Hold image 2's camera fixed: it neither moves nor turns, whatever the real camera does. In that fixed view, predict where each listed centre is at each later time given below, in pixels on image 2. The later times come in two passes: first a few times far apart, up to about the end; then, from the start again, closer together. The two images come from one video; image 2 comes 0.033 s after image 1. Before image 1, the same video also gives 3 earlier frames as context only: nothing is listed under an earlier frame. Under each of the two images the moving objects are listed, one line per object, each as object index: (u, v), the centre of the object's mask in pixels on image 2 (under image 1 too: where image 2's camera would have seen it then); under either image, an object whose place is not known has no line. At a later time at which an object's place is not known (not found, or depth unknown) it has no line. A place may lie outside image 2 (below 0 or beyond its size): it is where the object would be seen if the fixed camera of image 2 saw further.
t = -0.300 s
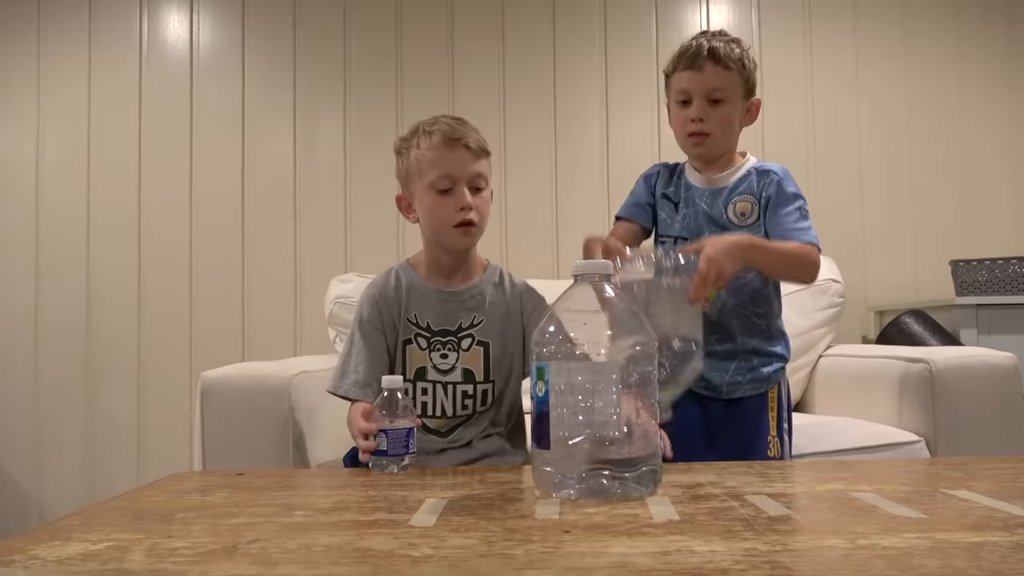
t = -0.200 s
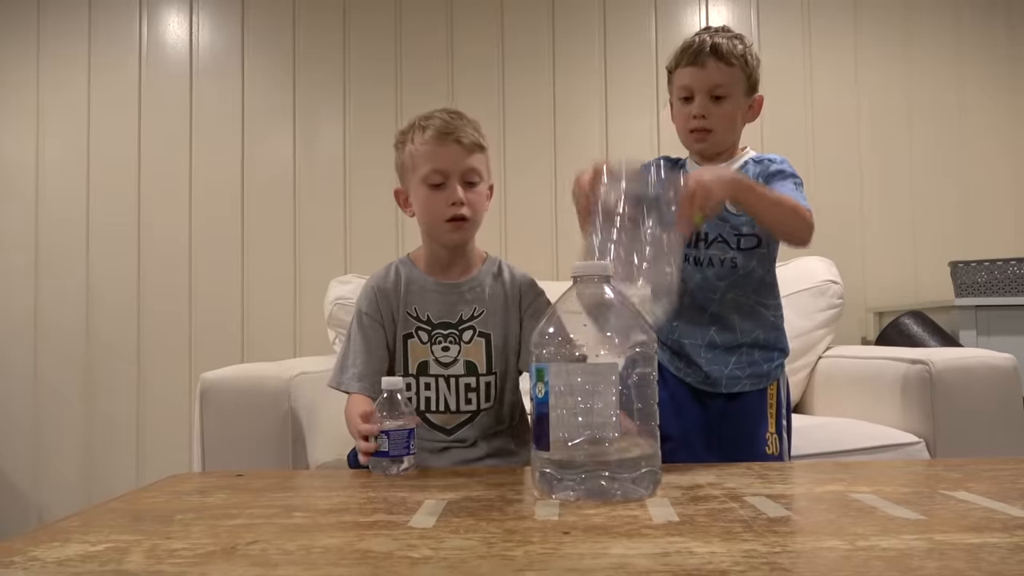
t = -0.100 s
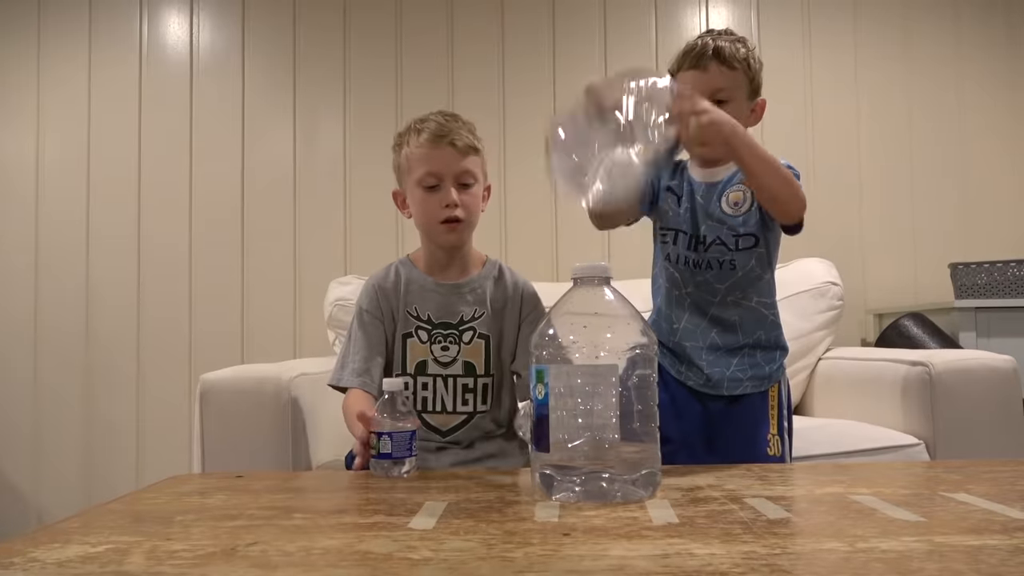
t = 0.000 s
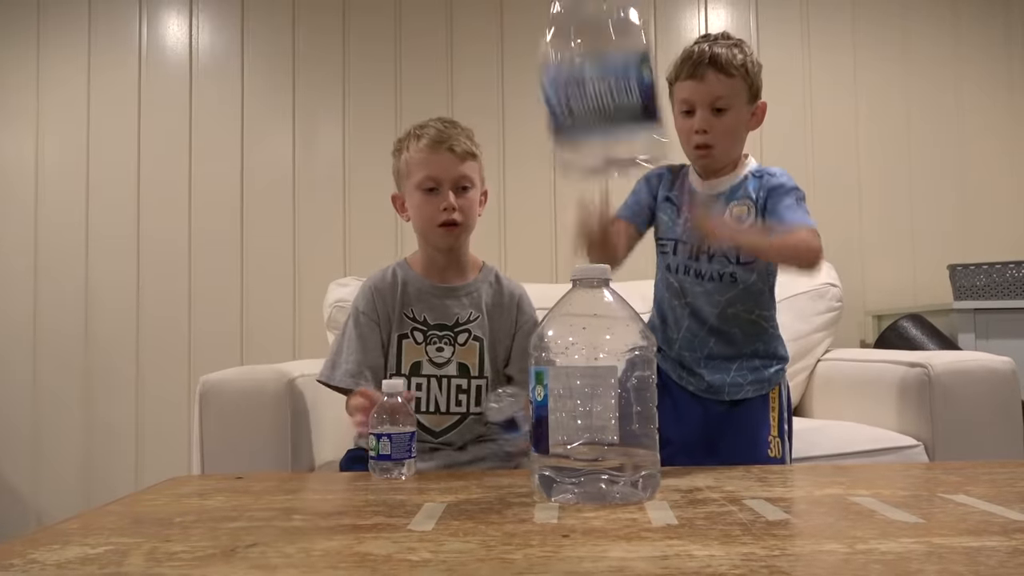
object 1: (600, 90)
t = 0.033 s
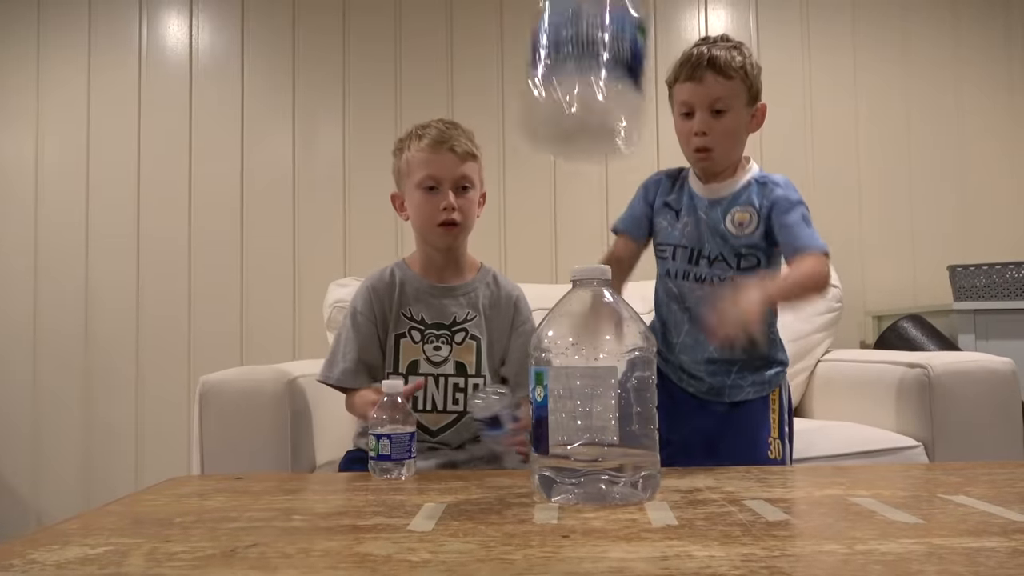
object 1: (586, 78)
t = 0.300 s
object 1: (588, 123)
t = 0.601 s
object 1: (639, 385)
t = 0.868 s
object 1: (826, 472)
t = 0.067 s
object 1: (572, 47)
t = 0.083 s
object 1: (569, 40)
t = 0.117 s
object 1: (577, 30)
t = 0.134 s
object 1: (581, 32)
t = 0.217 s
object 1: (589, 59)
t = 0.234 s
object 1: (588, 68)
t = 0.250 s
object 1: (587, 78)
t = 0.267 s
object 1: (586, 90)
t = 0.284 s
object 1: (586, 104)
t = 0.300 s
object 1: (588, 123)
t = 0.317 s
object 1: (589, 122)
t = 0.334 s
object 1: (588, 122)
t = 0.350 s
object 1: (589, 133)
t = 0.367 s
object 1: (589, 143)
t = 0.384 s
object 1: (591, 154)
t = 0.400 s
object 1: (594, 168)
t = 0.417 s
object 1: (598, 178)
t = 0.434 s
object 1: (602, 176)
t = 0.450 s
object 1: (604, 189)
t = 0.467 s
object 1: (605, 209)
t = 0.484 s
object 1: (604, 229)
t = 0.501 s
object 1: (607, 239)
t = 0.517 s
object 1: (609, 255)
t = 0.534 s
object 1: (614, 277)
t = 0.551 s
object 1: (619, 303)
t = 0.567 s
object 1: (626, 327)
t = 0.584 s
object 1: (635, 356)
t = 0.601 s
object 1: (639, 385)
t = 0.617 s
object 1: (650, 426)
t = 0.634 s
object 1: (658, 437)
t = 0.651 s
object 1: (666, 440)
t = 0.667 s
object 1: (679, 445)
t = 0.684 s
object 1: (693, 452)
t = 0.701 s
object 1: (712, 456)
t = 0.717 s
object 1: (725, 456)
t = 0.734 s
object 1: (740, 458)
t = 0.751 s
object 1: (753, 460)
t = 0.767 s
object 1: (767, 462)
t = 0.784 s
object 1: (781, 464)
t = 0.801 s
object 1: (792, 466)
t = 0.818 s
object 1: (802, 468)
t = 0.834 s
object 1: (812, 470)
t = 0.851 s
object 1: (821, 471)
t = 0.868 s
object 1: (826, 472)
